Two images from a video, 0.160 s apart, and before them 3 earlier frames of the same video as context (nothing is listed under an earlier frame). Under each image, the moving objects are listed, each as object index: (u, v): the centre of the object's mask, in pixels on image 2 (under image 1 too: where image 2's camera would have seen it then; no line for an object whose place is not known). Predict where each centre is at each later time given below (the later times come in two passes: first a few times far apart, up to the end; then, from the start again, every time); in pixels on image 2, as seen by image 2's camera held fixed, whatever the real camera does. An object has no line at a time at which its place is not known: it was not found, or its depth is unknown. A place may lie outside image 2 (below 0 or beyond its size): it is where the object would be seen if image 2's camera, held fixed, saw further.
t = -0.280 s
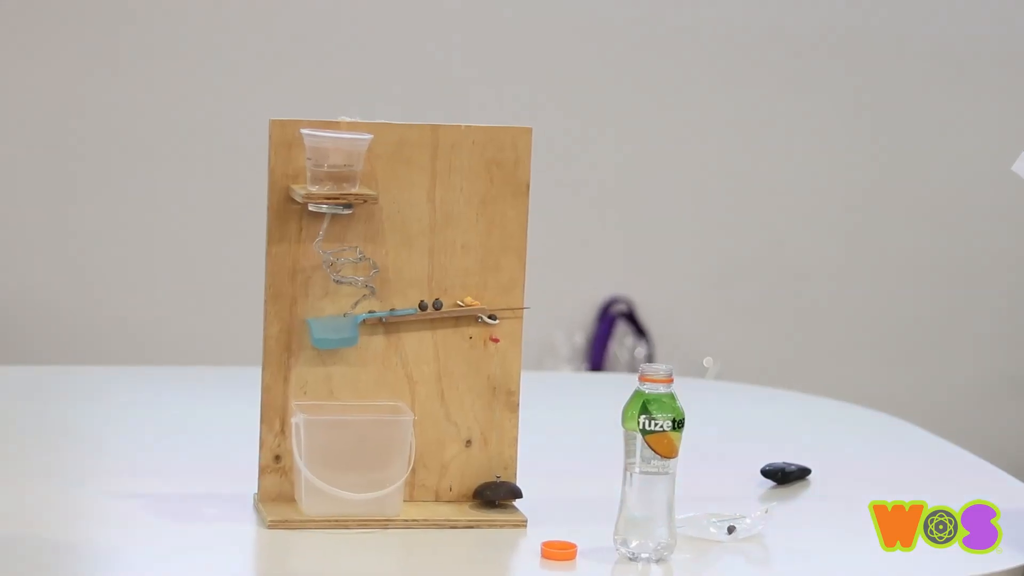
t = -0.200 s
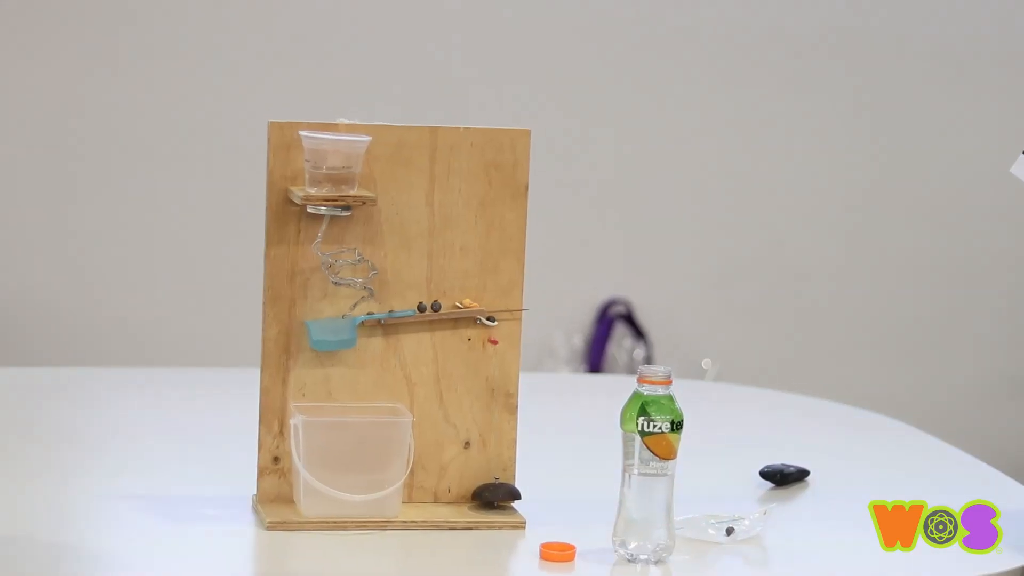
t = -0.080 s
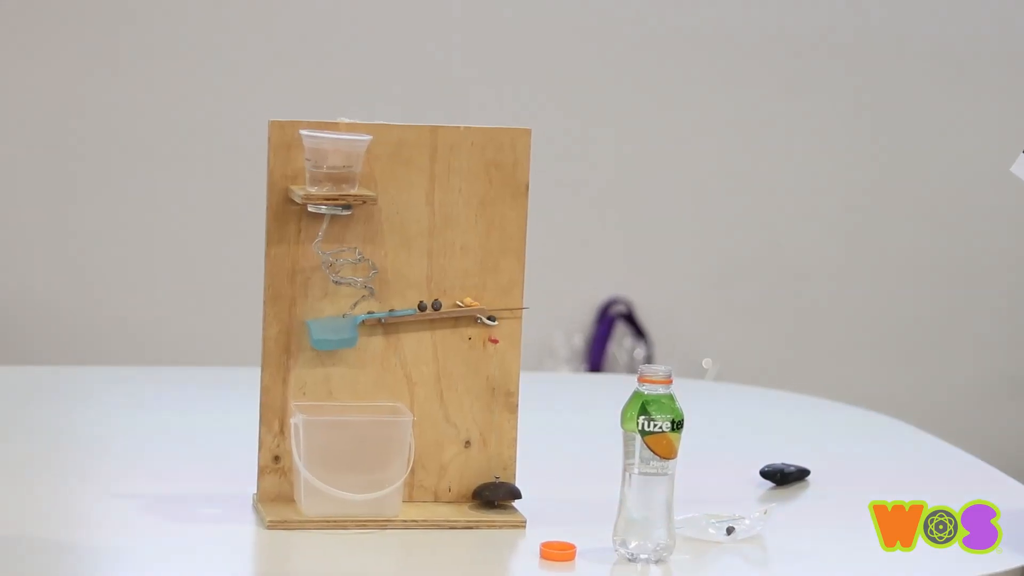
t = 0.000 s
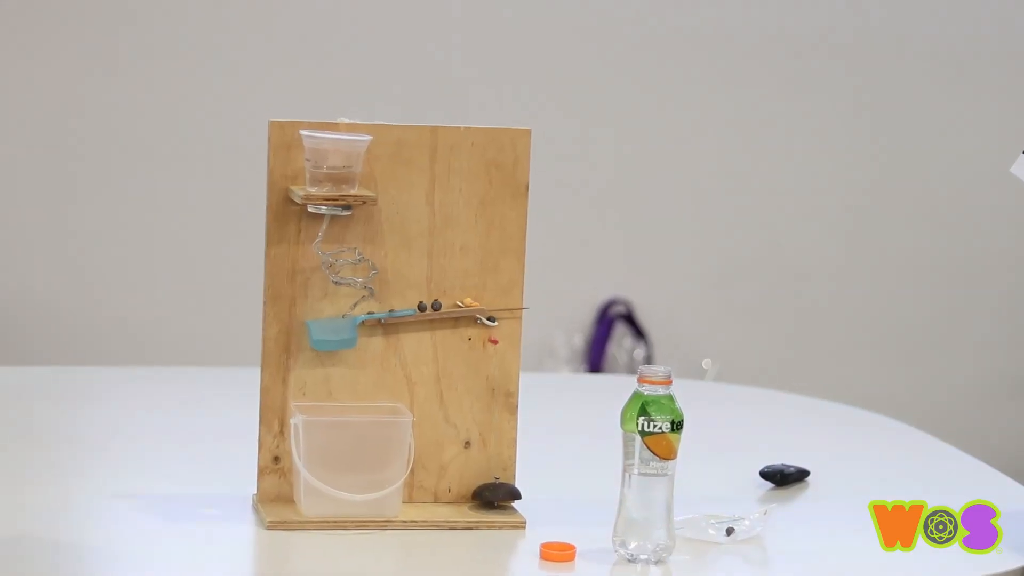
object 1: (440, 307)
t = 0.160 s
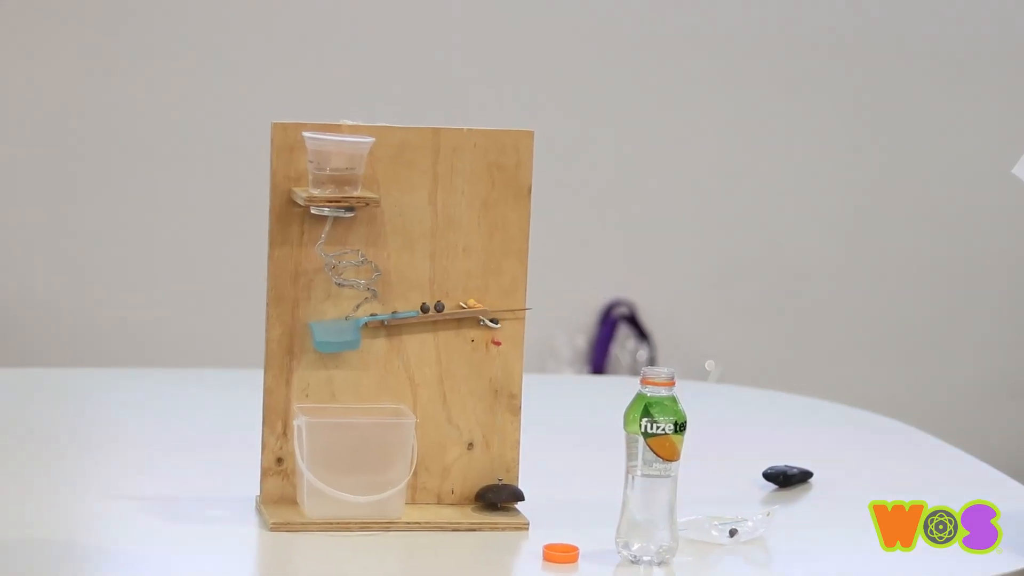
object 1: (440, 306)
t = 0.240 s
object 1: (440, 306)
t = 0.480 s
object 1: (432, 289)
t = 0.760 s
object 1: (381, 263)
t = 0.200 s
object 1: (440, 306)
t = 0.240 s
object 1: (440, 306)
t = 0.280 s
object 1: (439, 305)
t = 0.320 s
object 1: (439, 303)
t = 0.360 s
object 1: (438, 301)
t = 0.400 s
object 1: (437, 298)
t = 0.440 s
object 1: (435, 293)
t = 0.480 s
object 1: (432, 289)
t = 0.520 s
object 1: (428, 283)
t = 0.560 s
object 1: (423, 278)
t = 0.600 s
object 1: (417, 273)
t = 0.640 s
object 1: (408, 268)
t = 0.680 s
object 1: (400, 265)
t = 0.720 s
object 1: (391, 264)
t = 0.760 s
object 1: (381, 263)
